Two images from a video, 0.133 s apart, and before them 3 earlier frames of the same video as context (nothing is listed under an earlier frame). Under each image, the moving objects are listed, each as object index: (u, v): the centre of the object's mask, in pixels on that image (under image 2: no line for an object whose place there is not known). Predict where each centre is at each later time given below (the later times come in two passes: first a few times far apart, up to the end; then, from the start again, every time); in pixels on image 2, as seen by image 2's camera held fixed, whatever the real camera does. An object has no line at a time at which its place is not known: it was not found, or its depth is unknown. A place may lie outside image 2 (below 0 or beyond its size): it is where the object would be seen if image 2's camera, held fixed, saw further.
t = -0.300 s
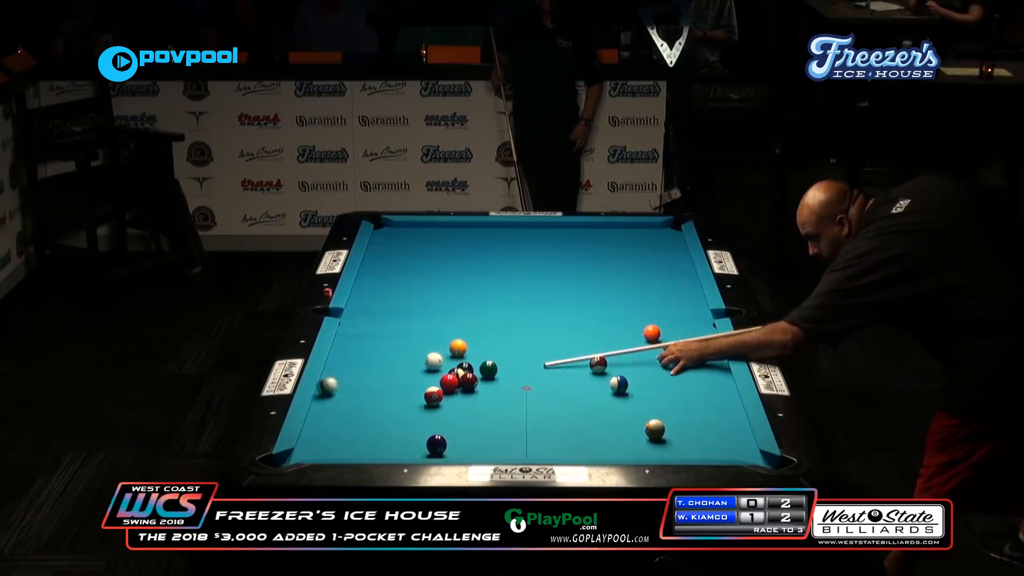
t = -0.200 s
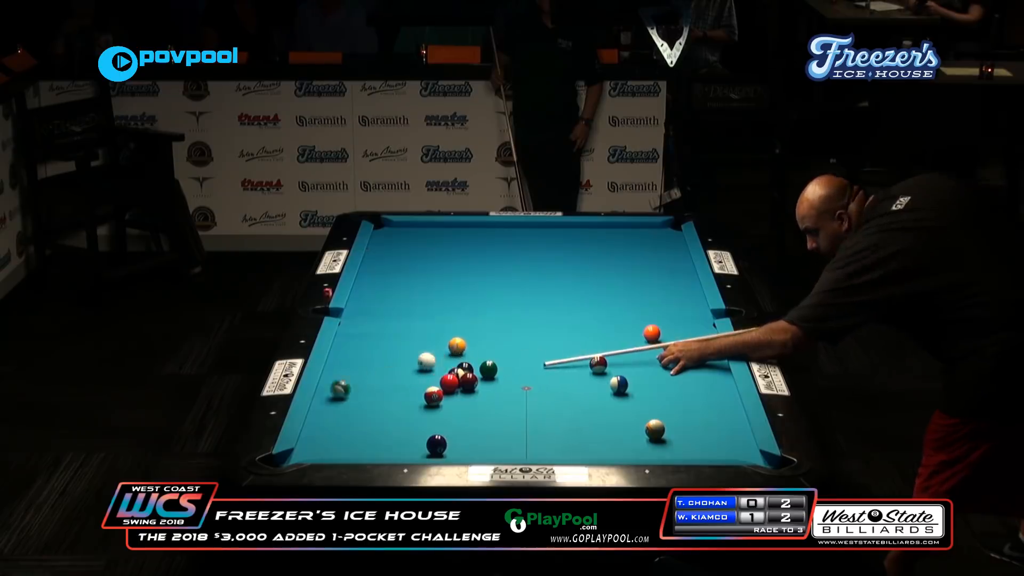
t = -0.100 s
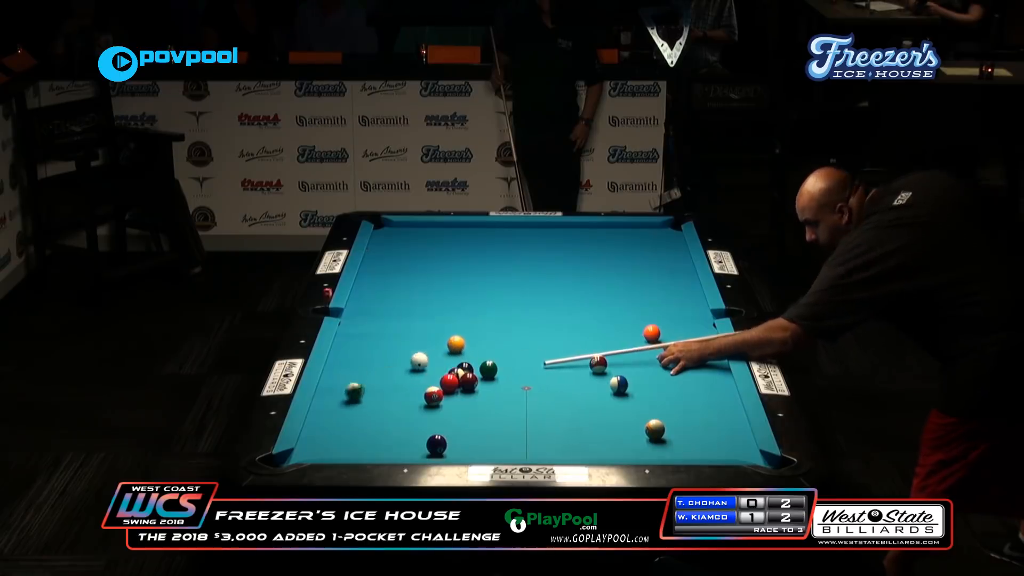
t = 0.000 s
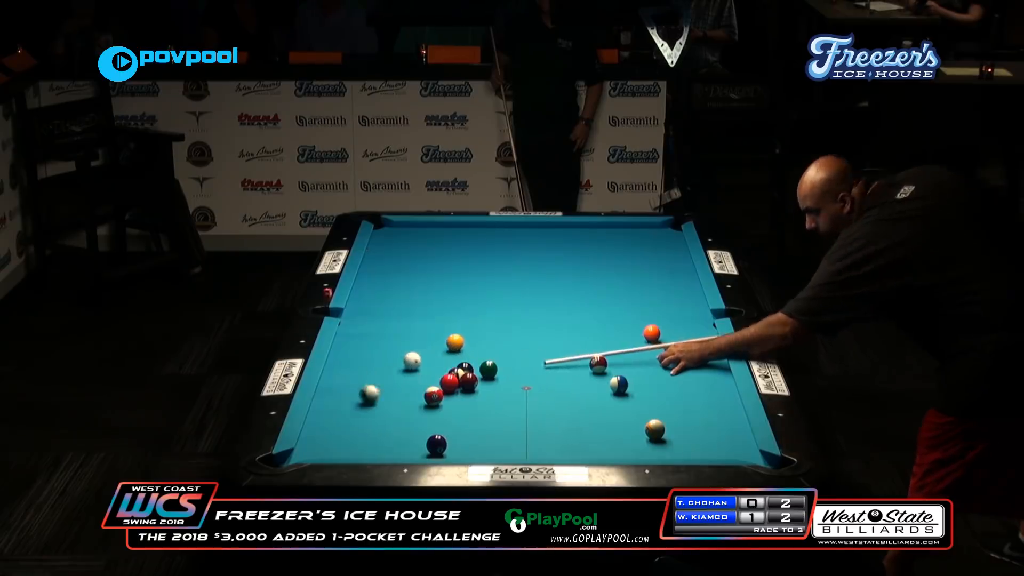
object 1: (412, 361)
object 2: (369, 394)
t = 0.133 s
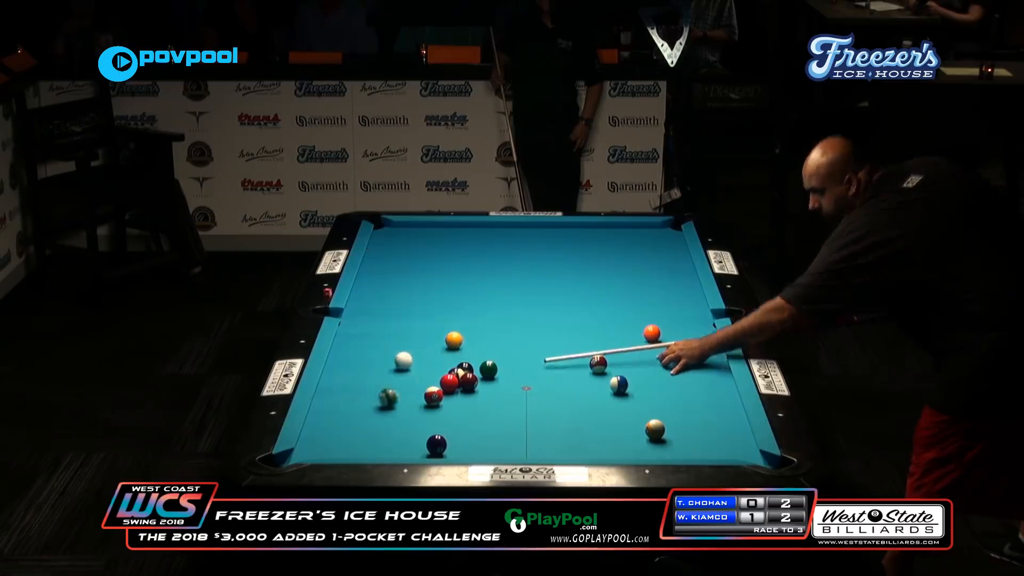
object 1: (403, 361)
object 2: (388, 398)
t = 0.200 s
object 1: (399, 361)
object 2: (397, 398)
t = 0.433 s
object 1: (385, 360)
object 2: (430, 405)
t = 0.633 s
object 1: (375, 360)
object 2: (457, 408)
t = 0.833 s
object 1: (365, 360)
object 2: (483, 415)
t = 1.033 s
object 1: (356, 359)
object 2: (509, 419)
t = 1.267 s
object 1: (348, 359)
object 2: (538, 425)
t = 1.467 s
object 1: (341, 359)
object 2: (562, 429)
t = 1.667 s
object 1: (336, 359)
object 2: (585, 434)
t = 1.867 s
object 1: (337, 359)
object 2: (607, 438)
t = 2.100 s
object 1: (339, 359)
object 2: (632, 443)
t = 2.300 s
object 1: (340, 359)
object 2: (652, 447)
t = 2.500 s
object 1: (340, 359)
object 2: (671, 449)
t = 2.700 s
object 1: (339, 359)
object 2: (689, 451)
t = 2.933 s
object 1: (339, 359)
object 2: (709, 453)
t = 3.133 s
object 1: (339, 359)
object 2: (723, 454)
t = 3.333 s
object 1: (339, 359)
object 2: (732, 454)
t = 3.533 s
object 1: (339, 359)
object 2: (740, 453)
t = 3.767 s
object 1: (339, 359)
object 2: (748, 453)
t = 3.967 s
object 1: (339, 359)
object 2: (750, 453)
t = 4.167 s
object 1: (339, 359)
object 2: (749, 454)
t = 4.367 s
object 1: (339, 359)
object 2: (748, 454)
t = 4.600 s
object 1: (339, 359)
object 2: (748, 453)
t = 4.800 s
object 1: (339, 359)
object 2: (748, 453)
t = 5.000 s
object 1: (339, 359)
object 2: (748, 453)
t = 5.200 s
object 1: (339, 359)
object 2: (748, 453)
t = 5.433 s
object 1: (339, 359)
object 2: (748, 453)
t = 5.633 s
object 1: (339, 359)
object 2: (748, 453)
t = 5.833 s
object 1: (339, 359)
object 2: (748, 453)
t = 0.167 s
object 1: (401, 361)
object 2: (393, 398)
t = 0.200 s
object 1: (399, 361)
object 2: (397, 398)
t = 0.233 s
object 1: (397, 361)
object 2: (402, 399)
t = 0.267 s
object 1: (395, 360)
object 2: (407, 400)
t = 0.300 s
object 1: (393, 360)
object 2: (412, 402)
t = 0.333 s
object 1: (391, 360)
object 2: (416, 402)
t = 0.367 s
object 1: (389, 360)
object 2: (420, 404)
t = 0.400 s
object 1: (387, 360)
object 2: (424, 405)
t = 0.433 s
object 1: (385, 360)
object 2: (430, 405)
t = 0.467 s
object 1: (383, 360)
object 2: (435, 406)
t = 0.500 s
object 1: (382, 360)
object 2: (439, 407)
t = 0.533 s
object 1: (380, 360)
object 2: (443, 407)
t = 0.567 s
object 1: (378, 360)
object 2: (448, 407)
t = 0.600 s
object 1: (376, 360)
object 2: (453, 407)
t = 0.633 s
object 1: (375, 360)
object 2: (457, 408)
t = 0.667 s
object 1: (373, 360)
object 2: (462, 409)
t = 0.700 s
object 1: (371, 360)
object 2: (466, 411)
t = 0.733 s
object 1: (369, 360)
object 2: (470, 412)
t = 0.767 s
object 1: (368, 360)
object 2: (474, 413)
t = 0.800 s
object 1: (366, 360)
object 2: (479, 414)
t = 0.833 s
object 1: (365, 360)
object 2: (483, 415)
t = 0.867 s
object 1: (363, 360)
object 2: (487, 416)
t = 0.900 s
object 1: (362, 360)
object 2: (492, 416)
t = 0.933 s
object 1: (360, 360)
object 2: (496, 417)
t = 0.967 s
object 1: (359, 359)
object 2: (500, 417)
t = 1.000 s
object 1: (358, 359)
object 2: (505, 418)
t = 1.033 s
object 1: (356, 359)
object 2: (509, 419)
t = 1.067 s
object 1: (355, 359)
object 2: (513, 420)
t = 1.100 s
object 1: (354, 359)
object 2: (517, 422)
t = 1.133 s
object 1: (353, 359)
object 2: (522, 422)
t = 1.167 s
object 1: (351, 359)
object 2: (526, 423)
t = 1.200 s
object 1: (350, 359)
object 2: (530, 424)
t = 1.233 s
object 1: (349, 359)
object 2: (534, 424)
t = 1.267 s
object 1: (348, 359)
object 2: (538, 425)
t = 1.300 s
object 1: (347, 359)
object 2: (542, 426)
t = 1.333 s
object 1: (346, 359)
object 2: (546, 427)
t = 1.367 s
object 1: (345, 359)
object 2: (550, 428)
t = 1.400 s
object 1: (343, 359)
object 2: (554, 428)
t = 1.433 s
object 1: (342, 359)
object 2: (558, 429)
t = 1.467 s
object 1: (341, 359)
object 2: (562, 429)
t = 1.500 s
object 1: (340, 359)
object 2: (566, 430)
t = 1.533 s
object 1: (340, 359)
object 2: (570, 431)
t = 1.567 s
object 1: (339, 359)
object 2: (574, 432)
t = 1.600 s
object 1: (338, 359)
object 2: (578, 433)
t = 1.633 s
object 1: (337, 359)
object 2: (581, 434)
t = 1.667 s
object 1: (336, 359)
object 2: (585, 434)
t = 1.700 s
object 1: (336, 359)
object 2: (589, 434)
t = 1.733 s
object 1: (336, 359)
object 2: (593, 435)
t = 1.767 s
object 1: (336, 359)
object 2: (596, 436)
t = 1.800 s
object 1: (337, 359)
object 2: (600, 437)
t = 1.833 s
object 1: (337, 359)
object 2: (604, 438)
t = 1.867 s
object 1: (337, 359)
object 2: (607, 438)
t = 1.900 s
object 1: (338, 359)
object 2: (610, 438)
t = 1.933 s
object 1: (338, 359)
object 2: (614, 439)
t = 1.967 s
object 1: (338, 359)
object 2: (618, 440)
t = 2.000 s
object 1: (339, 359)
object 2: (621, 441)
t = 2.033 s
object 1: (339, 359)
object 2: (625, 441)
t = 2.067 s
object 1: (339, 359)
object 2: (628, 442)
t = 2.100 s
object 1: (339, 359)
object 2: (632, 443)
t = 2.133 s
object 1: (340, 359)
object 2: (635, 444)
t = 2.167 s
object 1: (340, 359)
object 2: (639, 444)
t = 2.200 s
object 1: (340, 359)
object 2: (642, 446)
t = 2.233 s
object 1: (340, 359)
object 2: (645, 445)
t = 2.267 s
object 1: (340, 359)
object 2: (649, 446)
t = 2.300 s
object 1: (340, 359)
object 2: (652, 447)
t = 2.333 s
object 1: (340, 359)
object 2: (656, 447)
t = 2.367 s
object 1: (340, 359)
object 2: (659, 448)
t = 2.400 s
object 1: (340, 359)
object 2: (662, 449)
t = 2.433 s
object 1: (340, 359)
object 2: (665, 449)
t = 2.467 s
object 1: (340, 359)
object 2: (668, 449)
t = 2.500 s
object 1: (340, 359)
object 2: (671, 449)
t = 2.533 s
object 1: (340, 359)
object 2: (674, 449)
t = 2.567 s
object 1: (340, 359)
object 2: (677, 450)
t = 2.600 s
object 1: (339, 359)
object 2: (680, 450)
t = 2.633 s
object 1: (339, 359)
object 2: (683, 451)
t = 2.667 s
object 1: (339, 359)
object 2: (686, 451)
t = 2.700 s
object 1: (339, 359)
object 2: (689, 451)
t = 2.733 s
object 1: (339, 359)
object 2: (692, 452)
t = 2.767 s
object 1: (339, 359)
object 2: (695, 452)
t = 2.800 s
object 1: (339, 359)
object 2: (698, 452)
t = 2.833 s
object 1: (339, 359)
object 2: (701, 453)
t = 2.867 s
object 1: (339, 359)
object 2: (704, 453)
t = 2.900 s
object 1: (339, 359)
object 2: (706, 453)
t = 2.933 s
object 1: (339, 359)
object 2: (709, 453)
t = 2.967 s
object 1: (339, 359)
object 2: (712, 454)
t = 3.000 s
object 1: (339, 359)
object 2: (715, 454)
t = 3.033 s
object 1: (339, 359)
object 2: (717, 454)
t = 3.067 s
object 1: (339, 359)
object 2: (720, 454)
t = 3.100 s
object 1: (339, 359)
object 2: (722, 454)
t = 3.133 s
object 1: (339, 359)
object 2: (723, 454)
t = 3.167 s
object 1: (339, 359)
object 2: (725, 454)
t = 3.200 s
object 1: (339, 359)
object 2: (727, 454)
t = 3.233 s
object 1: (339, 359)
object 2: (728, 454)
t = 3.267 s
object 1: (339, 359)
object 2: (729, 454)
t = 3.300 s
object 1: (339, 359)
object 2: (731, 454)
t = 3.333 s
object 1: (339, 359)
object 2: (732, 454)
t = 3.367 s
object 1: (339, 359)
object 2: (734, 453)
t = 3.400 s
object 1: (339, 359)
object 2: (735, 453)
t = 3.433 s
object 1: (339, 359)
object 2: (736, 453)
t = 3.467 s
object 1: (339, 359)
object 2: (738, 453)
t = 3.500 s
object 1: (339, 359)
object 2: (739, 453)
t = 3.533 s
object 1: (339, 359)
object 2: (740, 453)
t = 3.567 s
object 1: (339, 359)
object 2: (742, 453)
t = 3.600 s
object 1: (339, 359)
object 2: (743, 453)
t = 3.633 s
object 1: (339, 359)
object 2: (744, 453)
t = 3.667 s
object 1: (339, 359)
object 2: (745, 453)
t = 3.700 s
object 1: (339, 359)
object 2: (746, 453)
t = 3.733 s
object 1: (339, 359)
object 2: (747, 453)
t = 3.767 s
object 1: (339, 359)
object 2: (748, 453)
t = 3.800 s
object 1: (339, 359)
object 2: (749, 453)
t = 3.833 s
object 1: (339, 359)
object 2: (750, 453)
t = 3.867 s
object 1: (339, 359)
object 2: (750, 453)
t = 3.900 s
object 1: (339, 359)
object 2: (750, 453)
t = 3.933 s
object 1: (339, 359)
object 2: (750, 453)
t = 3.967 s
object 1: (339, 359)
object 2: (750, 453)
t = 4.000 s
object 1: (339, 359)
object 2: (750, 453)
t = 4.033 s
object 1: (339, 359)
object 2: (749, 454)
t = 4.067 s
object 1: (339, 359)
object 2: (749, 454)
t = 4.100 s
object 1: (339, 359)
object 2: (749, 453)
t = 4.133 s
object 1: (339, 359)
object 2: (749, 454)
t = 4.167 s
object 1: (339, 359)
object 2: (749, 454)
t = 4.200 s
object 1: (339, 359)
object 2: (748, 454)
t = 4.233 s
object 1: (339, 359)
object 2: (748, 454)
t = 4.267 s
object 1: (339, 359)
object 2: (748, 454)
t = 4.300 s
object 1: (339, 359)
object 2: (748, 454)
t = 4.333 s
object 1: (339, 359)
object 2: (748, 454)
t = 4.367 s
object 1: (339, 359)
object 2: (748, 454)
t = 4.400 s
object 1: (339, 359)
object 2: (748, 454)
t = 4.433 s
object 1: (339, 359)
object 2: (748, 454)
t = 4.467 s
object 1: (339, 359)
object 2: (748, 454)
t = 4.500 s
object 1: (339, 359)
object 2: (748, 454)
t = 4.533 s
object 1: (339, 359)
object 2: (748, 454)
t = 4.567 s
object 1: (339, 359)
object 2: (748, 453)
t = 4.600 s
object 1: (339, 359)
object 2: (748, 453)
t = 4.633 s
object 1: (339, 359)
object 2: (748, 453)
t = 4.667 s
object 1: (339, 359)
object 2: (748, 453)
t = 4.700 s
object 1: (339, 359)
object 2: (748, 453)
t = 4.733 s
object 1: (339, 359)
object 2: (748, 453)
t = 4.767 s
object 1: (339, 359)
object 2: (748, 453)
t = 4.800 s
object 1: (339, 359)
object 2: (748, 453)
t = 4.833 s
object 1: (339, 359)
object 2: (748, 453)
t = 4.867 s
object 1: (339, 359)
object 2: (748, 454)
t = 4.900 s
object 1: (339, 359)
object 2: (748, 453)
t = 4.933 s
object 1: (339, 359)
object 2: (748, 453)
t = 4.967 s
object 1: (339, 359)
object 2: (748, 453)
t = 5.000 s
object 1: (339, 359)
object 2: (748, 453)
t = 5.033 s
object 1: (339, 359)
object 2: (748, 453)
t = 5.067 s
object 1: (339, 359)
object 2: (748, 453)
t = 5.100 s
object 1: (339, 359)
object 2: (748, 453)
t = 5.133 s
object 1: (339, 359)
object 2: (748, 454)
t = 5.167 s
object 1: (339, 359)
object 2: (748, 453)
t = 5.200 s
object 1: (339, 359)
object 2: (748, 453)
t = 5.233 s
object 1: (339, 359)
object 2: (748, 453)
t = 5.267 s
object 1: (339, 359)
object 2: (748, 453)
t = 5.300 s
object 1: (339, 359)
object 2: (748, 453)
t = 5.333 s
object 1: (339, 359)
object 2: (748, 453)
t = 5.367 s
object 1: (339, 359)
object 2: (748, 453)
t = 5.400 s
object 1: (339, 359)
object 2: (748, 453)
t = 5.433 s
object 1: (339, 359)
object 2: (748, 453)
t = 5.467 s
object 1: (339, 359)
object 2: (748, 453)
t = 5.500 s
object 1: (339, 359)
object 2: (748, 453)
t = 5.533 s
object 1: (339, 359)
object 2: (748, 453)
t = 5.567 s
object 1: (339, 359)
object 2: (748, 453)
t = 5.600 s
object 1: (339, 359)
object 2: (748, 453)
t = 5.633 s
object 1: (339, 359)
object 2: (748, 453)
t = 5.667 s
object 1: (339, 359)
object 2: (748, 454)
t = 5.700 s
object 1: (339, 359)
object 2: (748, 453)
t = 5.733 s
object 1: (339, 359)
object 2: (748, 453)
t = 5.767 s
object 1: (339, 359)
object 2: (748, 453)
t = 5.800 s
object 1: (339, 359)
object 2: (748, 453)
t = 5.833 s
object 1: (339, 359)
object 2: (748, 453)
